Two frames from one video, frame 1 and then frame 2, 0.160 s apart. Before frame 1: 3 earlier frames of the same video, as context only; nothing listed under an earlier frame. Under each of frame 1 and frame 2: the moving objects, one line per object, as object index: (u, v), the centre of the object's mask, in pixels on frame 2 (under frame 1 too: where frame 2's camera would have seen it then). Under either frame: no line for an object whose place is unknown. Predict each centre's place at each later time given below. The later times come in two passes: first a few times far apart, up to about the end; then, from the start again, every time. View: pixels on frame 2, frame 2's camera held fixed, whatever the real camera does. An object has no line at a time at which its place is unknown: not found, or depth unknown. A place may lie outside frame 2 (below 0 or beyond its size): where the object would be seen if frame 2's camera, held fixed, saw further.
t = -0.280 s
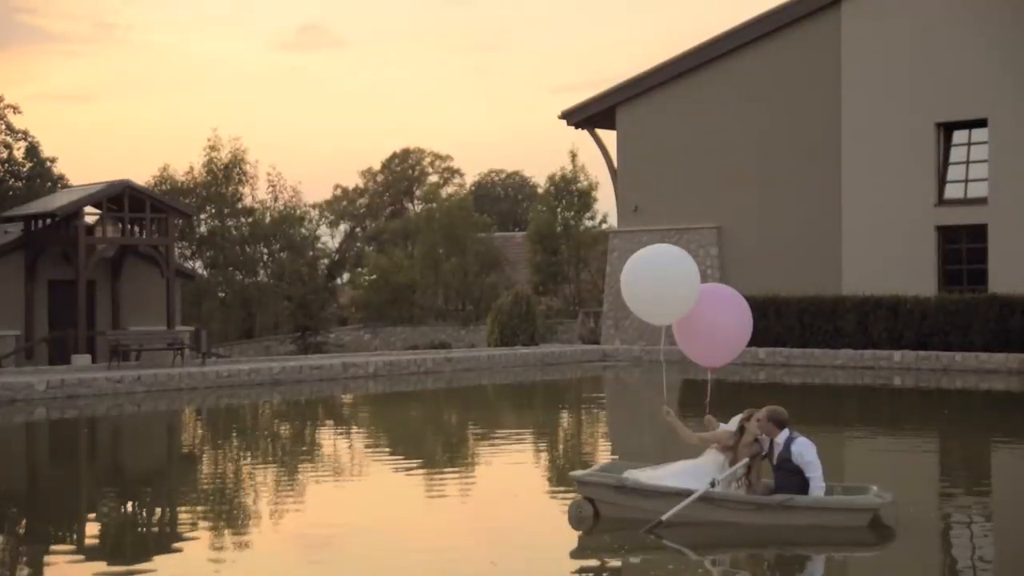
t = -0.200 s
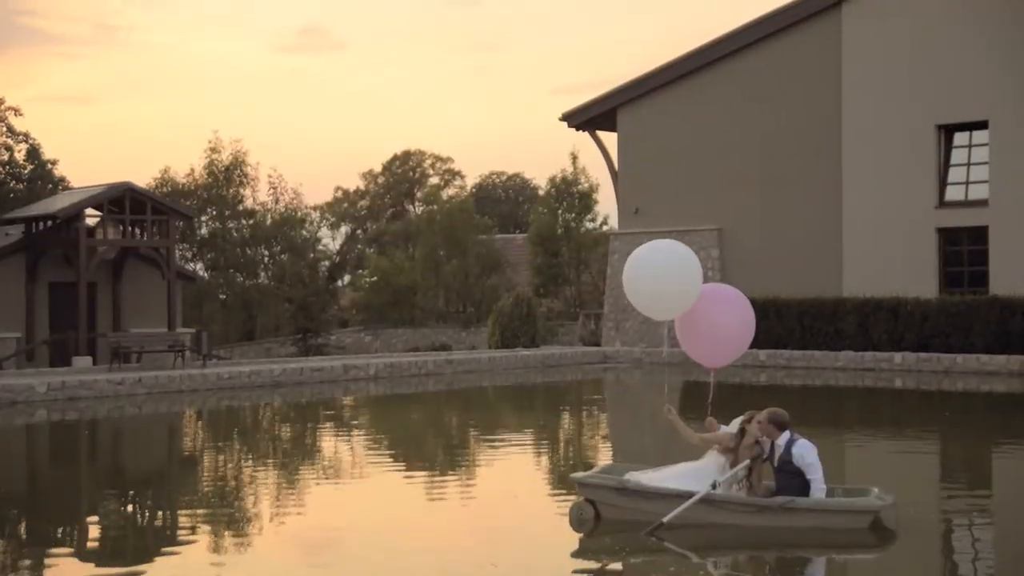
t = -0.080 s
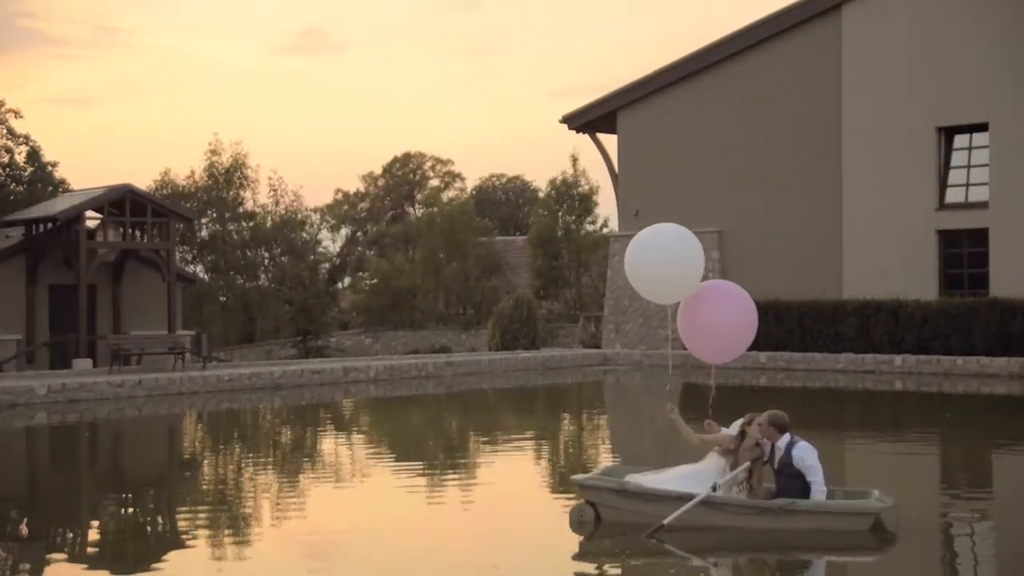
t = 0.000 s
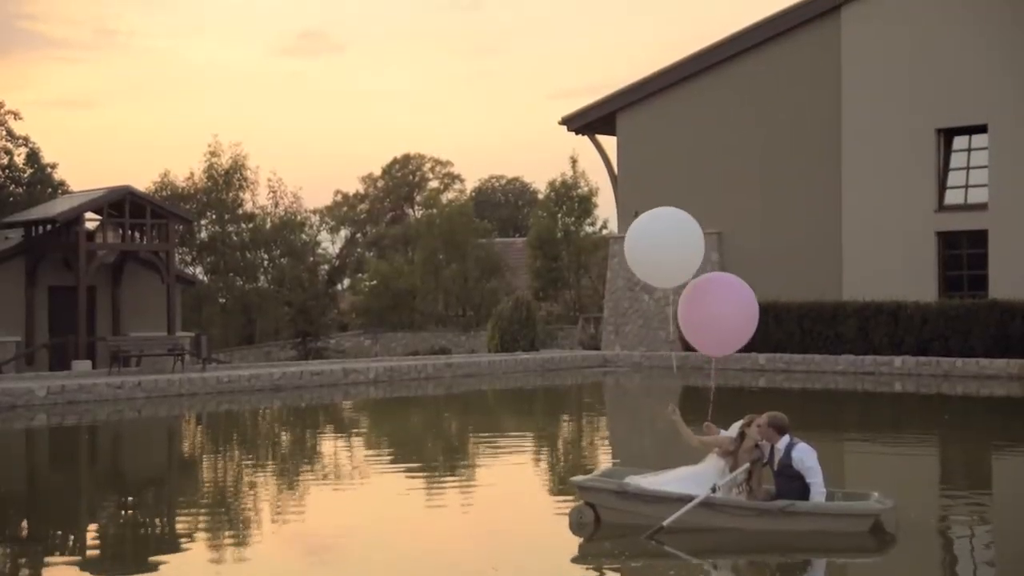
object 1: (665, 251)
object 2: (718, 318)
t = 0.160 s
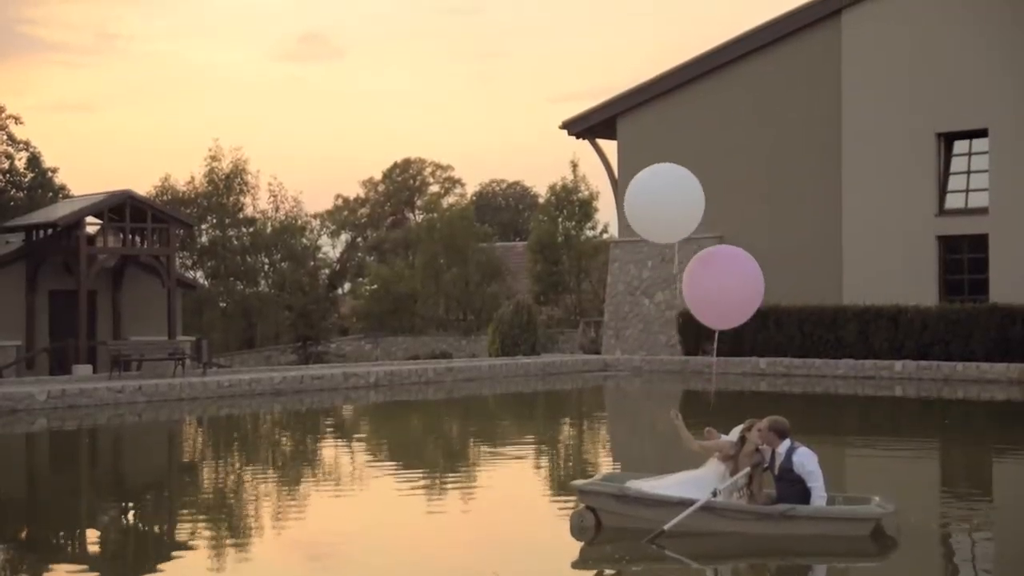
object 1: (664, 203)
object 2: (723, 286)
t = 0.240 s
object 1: (663, 173)
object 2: (726, 264)
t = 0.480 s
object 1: (661, 72)
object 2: (741, 179)
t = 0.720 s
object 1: (674, -33)
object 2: (759, 67)
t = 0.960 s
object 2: (768, -44)
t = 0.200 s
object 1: (664, 188)
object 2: (725, 276)
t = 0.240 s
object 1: (663, 173)
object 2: (726, 264)
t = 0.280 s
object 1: (662, 157)
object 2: (728, 252)
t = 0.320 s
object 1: (661, 141)
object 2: (730, 239)
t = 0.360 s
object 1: (661, 124)
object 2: (733, 225)
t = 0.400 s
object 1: (661, 107)
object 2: (735, 210)
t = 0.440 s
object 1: (661, 90)
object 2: (738, 195)
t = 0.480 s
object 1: (661, 72)
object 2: (741, 179)
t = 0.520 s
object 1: (662, 54)
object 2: (744, 161)
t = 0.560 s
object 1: (664, 36)
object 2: (747, 143)
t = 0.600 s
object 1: (666, 17)
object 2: (750, 125)
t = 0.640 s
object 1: (668, 0)
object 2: (753, 106)
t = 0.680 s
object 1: (671, -16)
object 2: (756, 86)
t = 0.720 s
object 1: (674, -33)
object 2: (759, 67)
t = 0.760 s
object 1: (678, -49)
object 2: (762, 49)
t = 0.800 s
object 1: (683, -67)
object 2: (764, 29)
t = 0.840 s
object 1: (687, -84)
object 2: (766, 10)
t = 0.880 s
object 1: (690, -101)
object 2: (766, -8)
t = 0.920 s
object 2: (767, -26)
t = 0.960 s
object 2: (768, -44)
